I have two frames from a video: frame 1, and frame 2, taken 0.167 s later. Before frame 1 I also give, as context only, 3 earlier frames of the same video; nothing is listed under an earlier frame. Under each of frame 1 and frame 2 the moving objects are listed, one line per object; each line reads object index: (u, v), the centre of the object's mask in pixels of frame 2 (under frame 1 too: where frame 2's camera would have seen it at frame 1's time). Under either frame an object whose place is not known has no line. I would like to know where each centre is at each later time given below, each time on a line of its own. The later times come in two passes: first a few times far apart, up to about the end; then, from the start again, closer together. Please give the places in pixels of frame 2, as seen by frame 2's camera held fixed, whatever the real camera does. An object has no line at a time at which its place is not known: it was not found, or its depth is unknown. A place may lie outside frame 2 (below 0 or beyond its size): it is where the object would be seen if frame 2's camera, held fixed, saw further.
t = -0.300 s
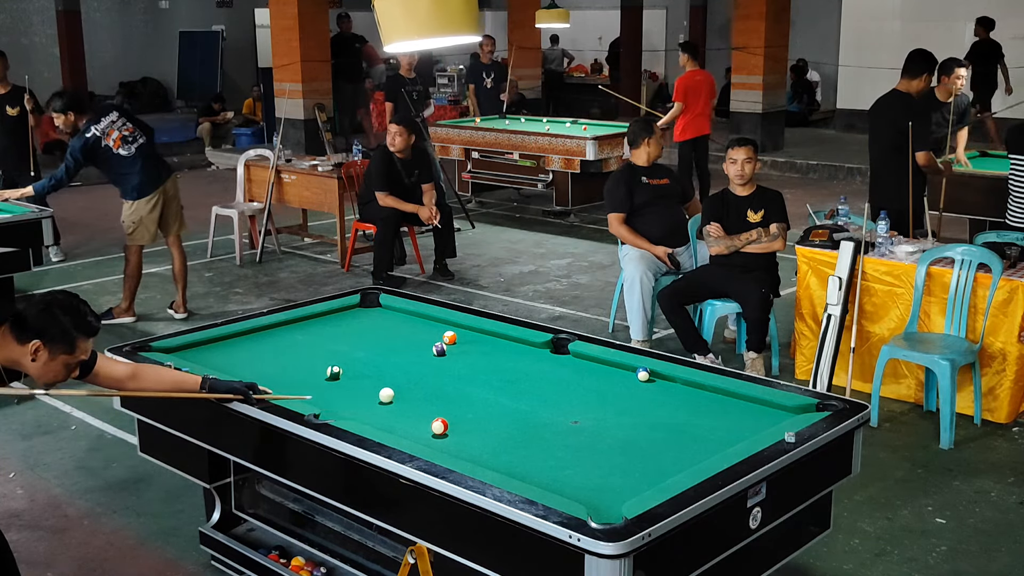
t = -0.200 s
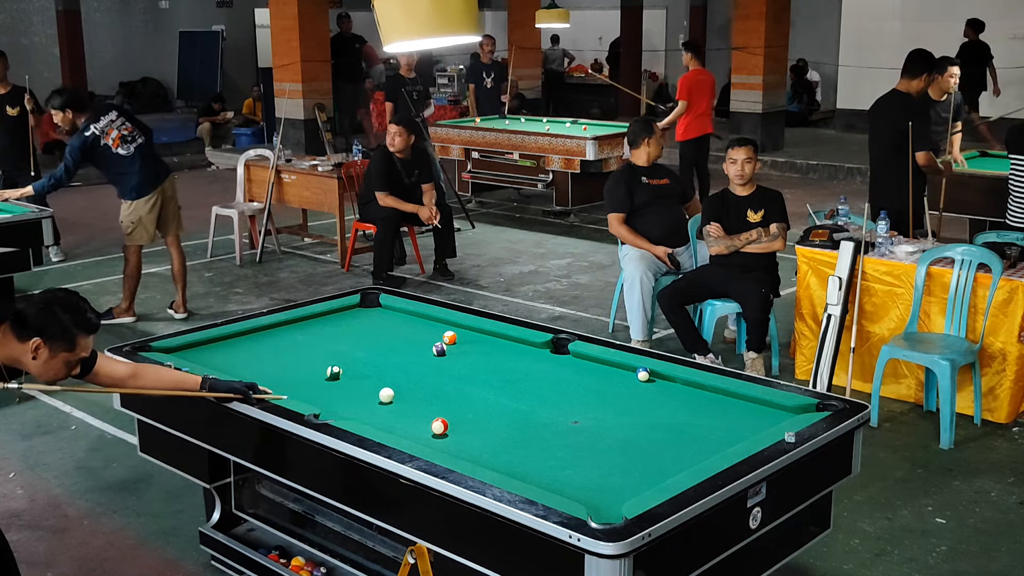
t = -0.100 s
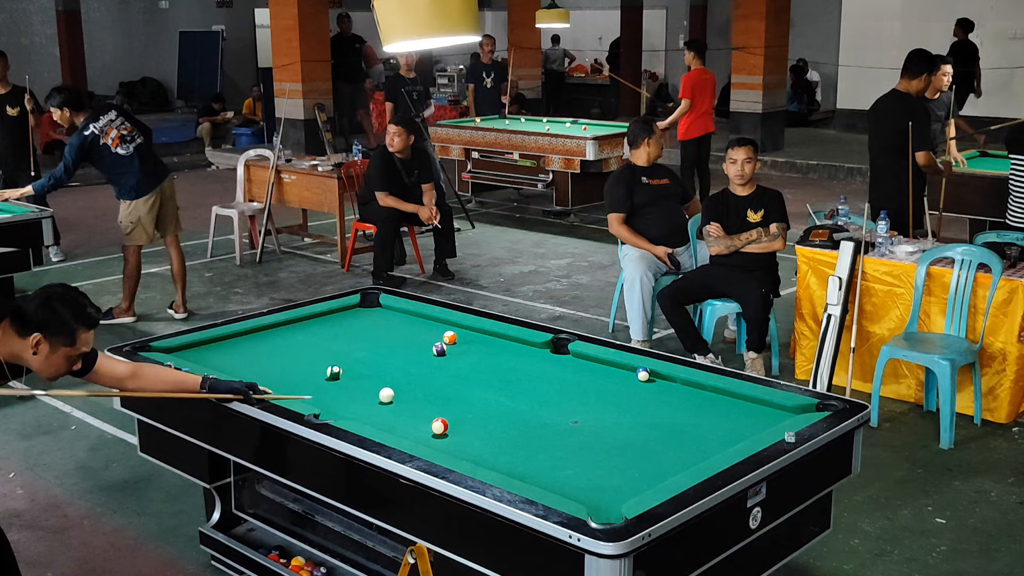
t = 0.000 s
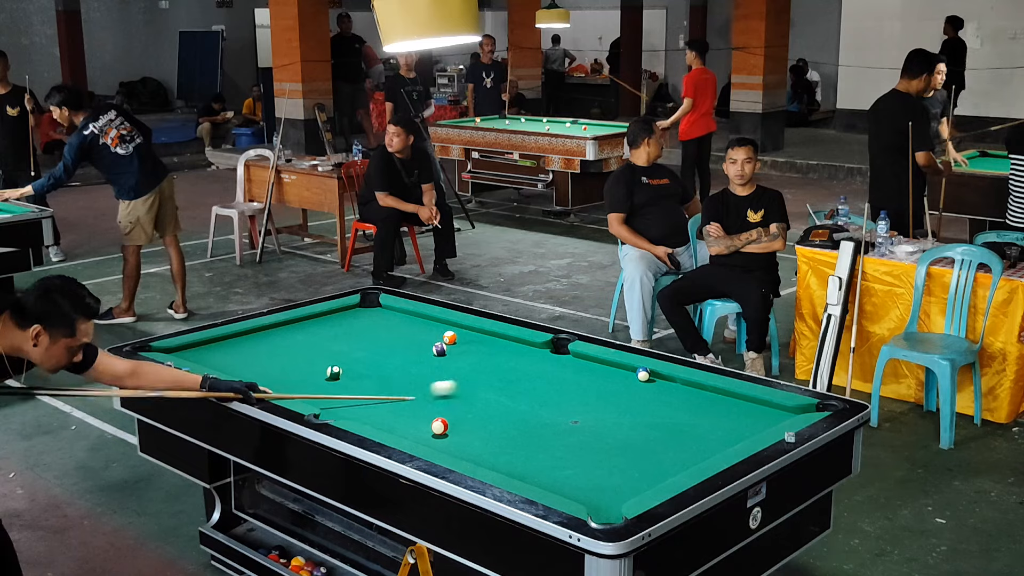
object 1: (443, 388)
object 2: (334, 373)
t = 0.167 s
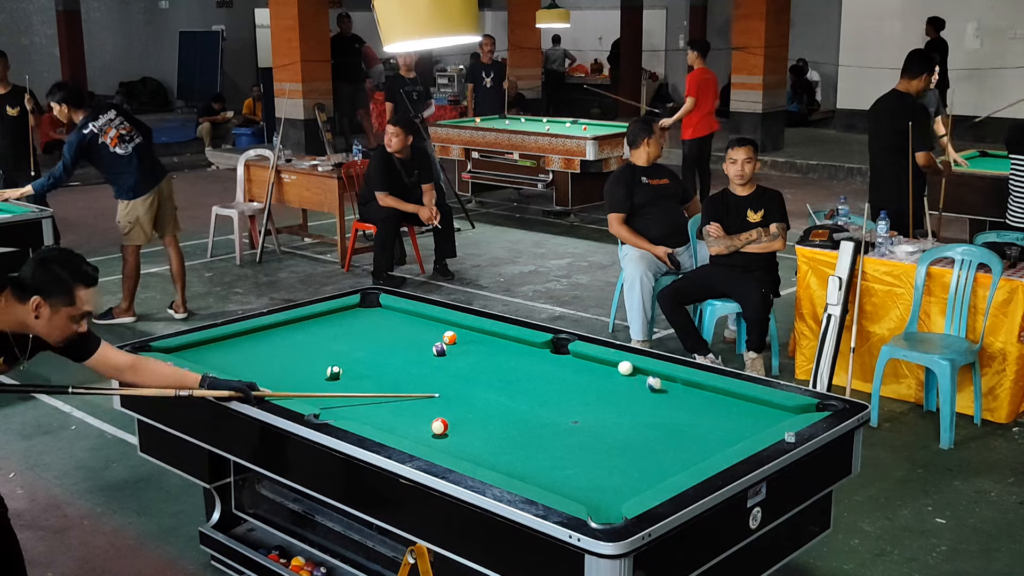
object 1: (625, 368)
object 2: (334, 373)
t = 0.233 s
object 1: (607, 368)
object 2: (334, 373)
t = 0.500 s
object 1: (539, 368)
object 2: (334, 373)
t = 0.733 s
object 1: (483, 369)
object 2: (334, 373)
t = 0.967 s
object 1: (430, 369)
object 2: (334, 373)
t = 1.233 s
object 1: (371, 369)
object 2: (334, 373)
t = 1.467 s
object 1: (340, 367)
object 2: (320, 375)
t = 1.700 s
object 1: (324, 363)
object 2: (298, 378)
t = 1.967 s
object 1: (308, 359)
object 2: (275, 382)
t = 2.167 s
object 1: (298, 357)
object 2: (260, 382)
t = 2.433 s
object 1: (286, 354)
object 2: (261, 381)
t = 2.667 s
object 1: (278, 352)
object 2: (266, 380)
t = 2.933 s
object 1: (271, 351)
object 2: (269, 379)
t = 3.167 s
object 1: (267, 350)
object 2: (270, 378)
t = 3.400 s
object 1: (265, 349)
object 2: (270, 378)
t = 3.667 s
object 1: (265, 349)
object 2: (270, 378)
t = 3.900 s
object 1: (266, 349)
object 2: (270, 378)
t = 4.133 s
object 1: (266, 349)
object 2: (270, 378)
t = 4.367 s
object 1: (266, 349)
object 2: (270, 378)
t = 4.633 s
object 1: (265, 349)
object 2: (270, 378)
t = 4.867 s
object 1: (265, 349)
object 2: (270, 378)
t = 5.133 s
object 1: (265, 349)
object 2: (270, 378)
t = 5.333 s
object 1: (265, 349)
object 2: (270, 378)
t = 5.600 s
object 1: (265, 349)
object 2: (270, 378)
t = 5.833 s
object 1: (265, 349)
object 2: (270, 378)
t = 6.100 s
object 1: (265, 349)
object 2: (269, 379)
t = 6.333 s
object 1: (265, 349)
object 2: (269, 379)
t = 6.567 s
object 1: (265, 349)
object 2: (269, 379)
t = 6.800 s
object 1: (265, 349)
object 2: (269, 379)
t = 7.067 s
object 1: (265, 349)
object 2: (269, 379)
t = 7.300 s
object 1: (265, 349)
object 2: (269, 379)
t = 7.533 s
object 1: (265, 349)
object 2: (269, 379)
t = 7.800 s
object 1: (265, 349)
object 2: (269, 379)
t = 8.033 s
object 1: (265, 349)
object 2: (269, 379)
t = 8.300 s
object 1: (265, 349)
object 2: (269, 379)
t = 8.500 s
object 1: (265, 349)
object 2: (269, 379)
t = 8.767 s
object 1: (265, 349)
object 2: (269, 379)
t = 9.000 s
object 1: (265, 349)
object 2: (269, 379)
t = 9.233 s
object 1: (265, 349)
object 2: (269, 379)
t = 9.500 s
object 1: (265, 349)
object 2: (269, 379)
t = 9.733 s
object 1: (265, 349)
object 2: (269, 379)
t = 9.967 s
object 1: (265, 349)
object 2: (269, 379)
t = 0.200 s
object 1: (616, 368)
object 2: (334, 373)
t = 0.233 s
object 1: (607, 368)
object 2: (334, 373)
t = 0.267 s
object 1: (598, 368)
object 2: (334, 373)
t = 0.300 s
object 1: (590, 368)
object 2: (334, 373)
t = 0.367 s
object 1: (573, 368)
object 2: (334, 373)
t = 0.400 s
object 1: (564, 368)
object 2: (334, 373)
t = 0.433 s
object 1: (556, 368)
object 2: (334, 373)
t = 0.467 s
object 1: (548, 368)
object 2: (334, 373)
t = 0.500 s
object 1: (539, 368)
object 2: (334, 373)
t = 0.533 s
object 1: (531, 368)
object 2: (334, 373)
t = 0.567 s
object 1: (523, 368)
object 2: (334, 373)
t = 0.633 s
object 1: (507, 368)
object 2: (334, 373)
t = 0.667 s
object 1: (499, 368)
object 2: (334, 373)
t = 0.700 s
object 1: (491, 368)
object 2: (334, 373)
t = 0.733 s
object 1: (483, 369)
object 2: (334, 373)
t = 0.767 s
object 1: (476, 369)
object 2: (334, 373)
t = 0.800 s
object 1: (468, 369)
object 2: (334, 373)
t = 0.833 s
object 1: (460, 368)
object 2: (334, 373)
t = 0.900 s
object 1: (445, 369)
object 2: (334, 373)
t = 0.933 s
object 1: (437, 369)
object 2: (334, 373)
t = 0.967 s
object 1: (430, 369)
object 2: (334, 373)
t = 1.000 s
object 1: (422, 369)
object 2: (334, 373)
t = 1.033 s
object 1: (415, 369)
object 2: (334, 373)
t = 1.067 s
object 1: (407, 369)
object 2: (334, 373)
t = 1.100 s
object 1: (400, 369)
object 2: (334, 373)
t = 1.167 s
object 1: (386, 369)
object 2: (334, 373)
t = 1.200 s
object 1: (378, 369)
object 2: (334, 373)
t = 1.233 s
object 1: (371, 369)
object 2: (334, 373)
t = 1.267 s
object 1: (364, 369)
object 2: (334, 373)
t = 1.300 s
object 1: (357, 369)
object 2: (334, 373)
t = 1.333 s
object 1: (350, 369)
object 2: (333, 373)
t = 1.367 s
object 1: (347, 369)
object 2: (331, 374)
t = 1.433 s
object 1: (342, 367)
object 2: (324, 375)
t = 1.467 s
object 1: (340, 367)
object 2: (320, 375)
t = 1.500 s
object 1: (337, 366)
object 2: (317, 376)
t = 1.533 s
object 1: (335, 366)
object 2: (313, 376)
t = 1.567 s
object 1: (333, 365)
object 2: (310, 377)
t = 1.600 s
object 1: (330, 365)
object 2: (307, 378)
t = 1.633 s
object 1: (328, 364)
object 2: (304, 377)
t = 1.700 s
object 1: (324, 363)
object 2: (298, 378)
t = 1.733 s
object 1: (322, 362)
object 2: (295, 378)
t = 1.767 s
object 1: (320, 362)
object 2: (292, 379)
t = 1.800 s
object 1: (318, 362)
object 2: (289, 379)
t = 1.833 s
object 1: (315, 361)
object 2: (286, 380)
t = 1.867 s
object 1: (314, 360)
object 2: (283, 381)
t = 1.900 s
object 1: (312, 360)
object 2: (281, 381)
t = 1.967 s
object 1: (308, 359)
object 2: (275, 382)
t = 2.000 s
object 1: (306, 359)
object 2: (272, 382)
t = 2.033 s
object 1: (304, 358)
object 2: (270, 382)
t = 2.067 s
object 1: (303, 358)
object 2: (267, 382)
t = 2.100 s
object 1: (301, 357)
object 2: (264, 382)
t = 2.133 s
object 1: (299, 357)
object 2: (262, 382)
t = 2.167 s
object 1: (298, 357)
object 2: (260, 382)
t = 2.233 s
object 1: (295, 356)
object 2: (257, 382)
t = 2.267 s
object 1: (293, 356)
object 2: (258, 382)
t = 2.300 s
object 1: (292, 355)
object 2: (258, 382)
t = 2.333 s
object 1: (290, 355)
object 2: (259, 382)
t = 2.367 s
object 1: (289, 355)
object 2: (259, 381)
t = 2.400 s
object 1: (288, 354)
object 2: (260, 381)
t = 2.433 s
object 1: (286, 354)
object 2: (261, 381)
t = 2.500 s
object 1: (284, 353)
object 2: (262, 381)
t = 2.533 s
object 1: (283, 353)
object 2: (263, 381)
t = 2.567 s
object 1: (281, 353)
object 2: (264, 381)
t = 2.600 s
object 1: (280, 352)
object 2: (265, 381)
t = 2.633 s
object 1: (279, 352)
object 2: (265, 380)
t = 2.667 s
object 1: (278, 352)
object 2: (266, 380)
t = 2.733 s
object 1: (276, 352)
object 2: (267, 380)
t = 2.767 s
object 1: (276, 351)
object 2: (267, 380)
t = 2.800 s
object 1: (275, 351)
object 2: (268, 380)
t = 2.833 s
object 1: (274, 351)
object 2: (268, 380)
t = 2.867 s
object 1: (273, 351)
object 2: (268, 380)
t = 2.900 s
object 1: (272, 351)
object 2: (269, 380)
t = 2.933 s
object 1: (271, 351)
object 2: (269, 379)
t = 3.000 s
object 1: (270, 350)
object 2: (270, 378)
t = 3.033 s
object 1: (269, 350)
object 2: (270, 378)
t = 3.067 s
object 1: (269, 350)
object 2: (270, 378)
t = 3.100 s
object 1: (268, 350)
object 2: (270, 378)
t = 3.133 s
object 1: (268, 350)
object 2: (270, 378)
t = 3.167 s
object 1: (267, 350)
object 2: (270, 378)
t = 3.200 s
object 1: (267, 350)
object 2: (270, 378)
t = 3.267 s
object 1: (266, 349)
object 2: (270, 378)
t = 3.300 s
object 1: (266, 349)
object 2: (270, 378)
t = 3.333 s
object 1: (266, 349)
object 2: (270, 378)
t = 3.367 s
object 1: (266, 349)
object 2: (270, 378)
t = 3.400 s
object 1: (265, 349)
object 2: (270, 378)
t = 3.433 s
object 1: (265, 349)
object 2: (270, 378)
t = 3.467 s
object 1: (265, 349)
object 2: (270, 378)
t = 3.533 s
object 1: (265, 349)
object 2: (270, 378)
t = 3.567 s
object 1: (265, 349)
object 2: (270, 378)
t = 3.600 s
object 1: (265, 349)
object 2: (270, 378)
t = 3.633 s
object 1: (265, 349)
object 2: (270, 378)
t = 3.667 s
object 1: (265, 349)
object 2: (270, 378)
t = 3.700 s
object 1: (265, 349)
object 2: (270, 378)
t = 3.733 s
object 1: (265, 349)
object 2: (270, 378)
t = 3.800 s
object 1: (266, 349)
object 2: (270, 378)
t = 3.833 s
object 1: (266, 349)
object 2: (270, 378)
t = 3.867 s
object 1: (266, 349)
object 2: (270, 378)
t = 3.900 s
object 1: (266, 349)
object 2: (270, 378)
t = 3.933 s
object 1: (266, 349)
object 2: (270, 378)
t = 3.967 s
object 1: (266, 349)
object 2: (270, 378)
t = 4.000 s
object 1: (266, 349)
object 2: (270, 378)
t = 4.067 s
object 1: (266, 349)
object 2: (270, 378)
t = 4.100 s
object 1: (266, 349)
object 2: (270, 378)
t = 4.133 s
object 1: (266, 349)
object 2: (270, 378)
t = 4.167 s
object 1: (266, 349)
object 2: (270, 378)
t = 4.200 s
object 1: (266, 349)
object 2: (270, 378)
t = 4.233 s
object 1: (266, 349)
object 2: (270, 378)
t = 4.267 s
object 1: (266, 349)
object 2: (270, 378)
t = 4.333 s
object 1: (265, 349)
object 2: (270, 378)
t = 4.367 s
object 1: (266, 349)
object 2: (270, 378)
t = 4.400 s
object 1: (266, 349)
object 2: (270, 378)
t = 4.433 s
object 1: (266, 349)
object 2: (270, 378)
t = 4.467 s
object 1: (266, 349)
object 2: (270, 378)
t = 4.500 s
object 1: (266, 349)
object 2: (270, 378)
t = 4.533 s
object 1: (266, 349)
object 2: (270, 378)
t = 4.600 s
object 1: (266, 349)
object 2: (270, 378)
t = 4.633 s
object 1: (265, 349)
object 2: (270, 378)
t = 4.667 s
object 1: (266, 349)
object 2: (270, 378)
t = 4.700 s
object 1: (266, 349)
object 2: (270, 378)
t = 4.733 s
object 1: (266, 349)
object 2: (270, 378)
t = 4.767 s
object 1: (265, 349)
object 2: (270, 378)
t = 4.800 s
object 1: (265, 349)
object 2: (270, 378)
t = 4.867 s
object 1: (265, 349)
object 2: (270, 378)
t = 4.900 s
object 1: (265, 349)
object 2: (270, 378)
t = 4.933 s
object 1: (265, 349)
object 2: (270, 378)
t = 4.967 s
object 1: (265, 349)
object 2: (270, 378)
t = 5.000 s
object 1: (265, 349)
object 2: (270, 378)
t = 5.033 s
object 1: (265, 349)
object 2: (270, 378)
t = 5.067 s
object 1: (266, 349)
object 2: (270, 378)
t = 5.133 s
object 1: (265, 349)
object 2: (270, 378)
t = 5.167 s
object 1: (265, 349)
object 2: (270, 378)
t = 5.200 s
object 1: (265, 349)
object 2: (270, 378)
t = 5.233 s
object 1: (265, 349)
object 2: (270, 378)
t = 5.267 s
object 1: (265, 349)
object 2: (270, 378)
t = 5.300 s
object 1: (265, 349)
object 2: (270, 378)
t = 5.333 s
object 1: (265, 349)
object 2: (270, 378)
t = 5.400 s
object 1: (265, 349)
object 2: (270, 378)
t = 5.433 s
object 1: (265, 349)
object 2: (270, 378)
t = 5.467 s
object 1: (265, 349)
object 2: (270, 378)
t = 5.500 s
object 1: (265, 349)
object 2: (270, 378)
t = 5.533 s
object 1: (265, 349)
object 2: (270, 378)
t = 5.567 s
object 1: (265, 349)
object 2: (270, 378)
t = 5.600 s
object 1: (265, 349)
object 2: (270, 378)
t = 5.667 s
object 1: (265, 349)
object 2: (270, 378)
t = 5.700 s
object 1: (266, 349)
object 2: (270, 378)
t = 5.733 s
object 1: (265, 349)
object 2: (270, 378)
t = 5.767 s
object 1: (265, 349)
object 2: (270, 378)
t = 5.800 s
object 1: (265, 349)
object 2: (270, 378)
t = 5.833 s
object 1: (265, 349)
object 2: (270, 378)
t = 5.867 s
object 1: (266, 349)
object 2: (270, 378)
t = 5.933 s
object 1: (265, 349)
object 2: (269, 379)
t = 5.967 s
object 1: (265, 349)
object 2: (269, 379)
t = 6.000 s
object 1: (265, 349)
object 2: (269, 379)
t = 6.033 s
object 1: (265, 349)
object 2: (269, 379)
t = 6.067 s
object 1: (265, 349)
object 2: (269, 379)
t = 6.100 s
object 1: (265, 349)
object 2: (269, 379)
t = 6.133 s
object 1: (265, 349)
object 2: (269, 379)
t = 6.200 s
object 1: (265, 349)
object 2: (269, 379)
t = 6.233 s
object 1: (265, 349)
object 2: (269, 379)
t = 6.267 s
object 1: (265, 349)
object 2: (269, 379)
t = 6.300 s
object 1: (265, 349)
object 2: (269, 379)
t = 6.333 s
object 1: (265, 349)
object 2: (269, 379)
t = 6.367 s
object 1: (265, 349)
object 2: (269, 379)
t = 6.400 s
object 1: (265, 349)
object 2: (269, 379)
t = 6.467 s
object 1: (265, 349)
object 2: (269, 379)
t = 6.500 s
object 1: (265, 349)
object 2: (269, 379)
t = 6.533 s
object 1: (265, 349)
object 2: (269, 379)
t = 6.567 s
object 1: (265, 349)
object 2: (269, 379)
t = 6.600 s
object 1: (265, 349)
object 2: (269, 379)
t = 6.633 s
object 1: (265, 349)
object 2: (269, 379)
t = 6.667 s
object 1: (265, 349)
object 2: (269, 379)
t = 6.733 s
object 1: (265, 349)
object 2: (269, 379)
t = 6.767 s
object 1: (265, 349)
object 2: (269, 379)
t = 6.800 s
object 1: (265, 349)
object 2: (269, 379)
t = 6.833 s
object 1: (265, 349)
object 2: (269, 379)
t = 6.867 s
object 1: (265, 349)
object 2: (269, 379)
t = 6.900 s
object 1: (265, 349)
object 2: (269, 379)
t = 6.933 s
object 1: (265, 349)
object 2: (269, 379)
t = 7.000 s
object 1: (265, 349)
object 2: (269, 379)
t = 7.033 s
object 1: (265, 349)
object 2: (269, 379)
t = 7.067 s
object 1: (265, 349)
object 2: (269, 379)
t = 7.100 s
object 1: (265, 349)
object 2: (269, 379)
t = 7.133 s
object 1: (265, 349)
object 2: (269, 379)
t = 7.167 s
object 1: (265, 349)
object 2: (269, 379)
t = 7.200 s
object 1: (265, 349)
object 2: (269, 379)
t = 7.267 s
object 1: (265, 349)
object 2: (269, 379)
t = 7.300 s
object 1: (265, 349)
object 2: (269, 379)
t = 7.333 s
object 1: (265, 349)
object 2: (269, 379)
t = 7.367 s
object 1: (265, 349)
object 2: (269, 379)
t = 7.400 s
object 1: (265, 349)
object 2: (269, 379)
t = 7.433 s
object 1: (265, 349)
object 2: (269, 379)
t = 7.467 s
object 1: (265, 349)
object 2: (269, 379)
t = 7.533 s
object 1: (265, 349)
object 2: (269, 379)
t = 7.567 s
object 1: (265, 349)
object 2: (269, 379)
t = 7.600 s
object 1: (265, 349)
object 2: (269, 379)
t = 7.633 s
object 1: (265, 349)
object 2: (269, 379)
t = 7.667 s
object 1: (265, 349)
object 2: (269, 379)
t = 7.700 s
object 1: (265, 349)
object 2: (269, 379)
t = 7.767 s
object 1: (265, 349)
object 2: (269, 379)
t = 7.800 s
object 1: (265, 349)
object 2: (269, 379)
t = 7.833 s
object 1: (265, 349)
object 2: (269, 379)
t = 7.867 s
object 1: (265, 349)
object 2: (269, 379)
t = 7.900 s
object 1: (265, 349)
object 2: (269, 379)
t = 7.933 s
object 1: (265, 349)
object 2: (269, 379)
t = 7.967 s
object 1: (265, 349)
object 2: (269, 379)
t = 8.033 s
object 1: (265, 349)
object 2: (269, 379)
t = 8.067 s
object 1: (265, 349)
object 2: (269, 379)
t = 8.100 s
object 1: (265, 349)
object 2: (269, 379)
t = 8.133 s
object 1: (265, 349)
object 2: (269, 379)
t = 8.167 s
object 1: (265, 349)
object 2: (269, 379)
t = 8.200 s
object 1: (265, 349)
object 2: (269, 379)
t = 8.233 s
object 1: (265, 349)
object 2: (269, 379)
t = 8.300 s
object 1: (265, 349)
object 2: (269, 379)
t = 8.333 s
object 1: (265, 349)
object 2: (269, 379)
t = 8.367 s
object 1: (265, 349)
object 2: (269, 379)
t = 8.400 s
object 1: (265, 349)
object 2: (269, 379)
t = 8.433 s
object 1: (265, 349)
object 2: (269, 379)
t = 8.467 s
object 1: (265, 349)
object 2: (269, 379)
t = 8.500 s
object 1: (265, 349)
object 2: (269, 379)
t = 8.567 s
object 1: (265, 349)
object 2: (269, 379)
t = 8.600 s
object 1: (265, 349)
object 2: (269, 379)
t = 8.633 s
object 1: (265, 349)
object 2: (269, 379)
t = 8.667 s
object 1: (265, 349)
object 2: (269, 379)
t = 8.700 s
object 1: (265, 349)
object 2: (269, 379)
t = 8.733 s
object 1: (265, 349)
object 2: (269, 379)
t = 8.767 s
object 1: (265, 349)
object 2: (269, 379)
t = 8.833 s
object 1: (265, 349)
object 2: (269, 379)
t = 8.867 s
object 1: (265, 349)
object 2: (269, 379)
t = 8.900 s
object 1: (265, 349)
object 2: (269, 379)
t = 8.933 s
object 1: (265, 349)
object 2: (269, 379)
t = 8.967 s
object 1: (265, 349)
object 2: (269, 379)
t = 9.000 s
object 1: (265, 349)
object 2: (269, 379)
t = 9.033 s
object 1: (265, 349)
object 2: (269, 379)
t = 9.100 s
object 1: (265, 349)
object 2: (269, 379)
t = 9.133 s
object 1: (265, 349)
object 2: (269, 379)
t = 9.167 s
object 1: (265, 349)
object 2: (269, 379)
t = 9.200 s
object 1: (265, 349)
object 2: (269, 379)
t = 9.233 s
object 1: (265, 349)
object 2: (269, 379)
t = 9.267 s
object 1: (265, 349)
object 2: (269, 379)
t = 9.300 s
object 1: (265, 349)
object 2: (269, 379)
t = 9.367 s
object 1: (265, 349)
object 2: (269, 379)
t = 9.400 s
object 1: (265, 349)
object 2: (269, 379)
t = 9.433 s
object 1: (265, 349)
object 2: (269, 379)
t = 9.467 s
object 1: (265, 349)
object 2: (269, 379)
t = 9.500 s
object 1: (265, 349)
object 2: (269, 379)
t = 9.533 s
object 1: (265, 349)
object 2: (269, 379)
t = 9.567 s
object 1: (265, 349)
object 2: (269, 379)
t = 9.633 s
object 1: (265, 349)
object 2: (269, 379)
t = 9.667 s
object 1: (265, 349)
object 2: (269, 379)
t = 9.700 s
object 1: (265, 349)
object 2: (269, 379)
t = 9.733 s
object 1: (265, 349)
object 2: (269, 379)
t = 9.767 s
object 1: (265, 349)
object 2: (269, 379)
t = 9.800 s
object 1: (265, 349)
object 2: (269, 379)
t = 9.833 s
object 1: (265, 349)
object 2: (269, 379)
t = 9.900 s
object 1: (265, 349)
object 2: (269, 379)
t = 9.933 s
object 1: (265, 349)
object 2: (269, 379)
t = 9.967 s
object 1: (265, 349)
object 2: (269, 379)
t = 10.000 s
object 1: (265, 349)
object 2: (269, 379)
